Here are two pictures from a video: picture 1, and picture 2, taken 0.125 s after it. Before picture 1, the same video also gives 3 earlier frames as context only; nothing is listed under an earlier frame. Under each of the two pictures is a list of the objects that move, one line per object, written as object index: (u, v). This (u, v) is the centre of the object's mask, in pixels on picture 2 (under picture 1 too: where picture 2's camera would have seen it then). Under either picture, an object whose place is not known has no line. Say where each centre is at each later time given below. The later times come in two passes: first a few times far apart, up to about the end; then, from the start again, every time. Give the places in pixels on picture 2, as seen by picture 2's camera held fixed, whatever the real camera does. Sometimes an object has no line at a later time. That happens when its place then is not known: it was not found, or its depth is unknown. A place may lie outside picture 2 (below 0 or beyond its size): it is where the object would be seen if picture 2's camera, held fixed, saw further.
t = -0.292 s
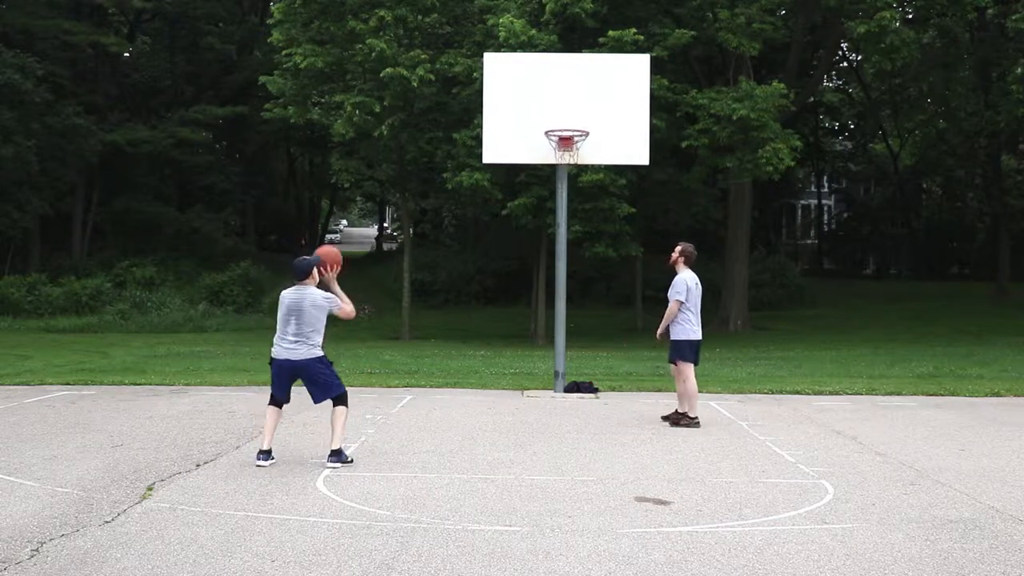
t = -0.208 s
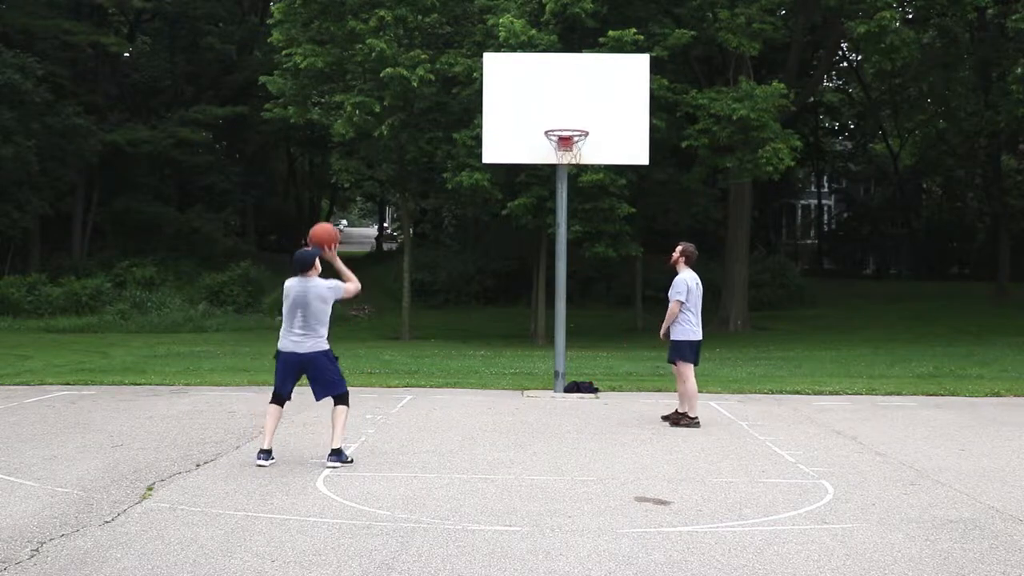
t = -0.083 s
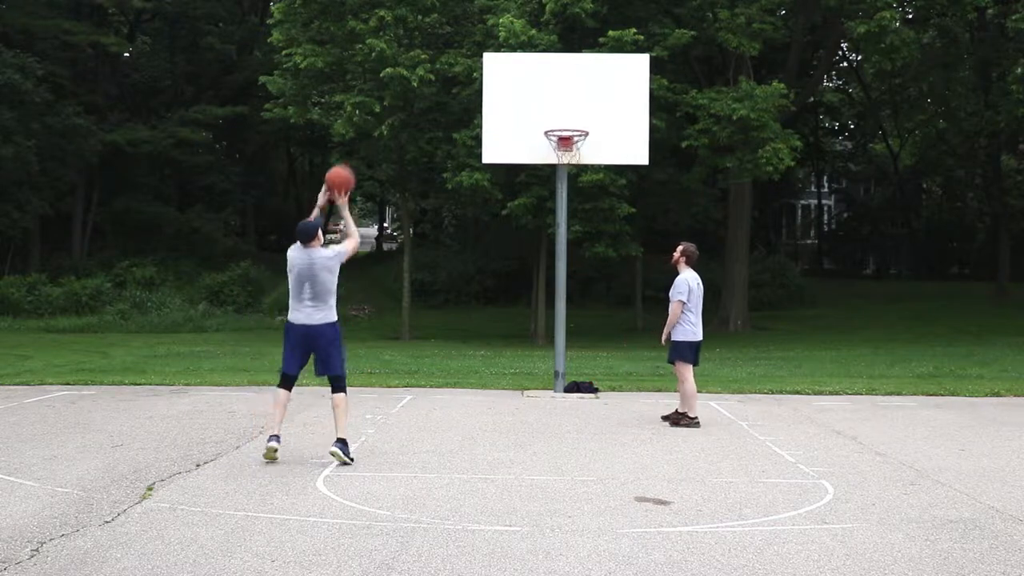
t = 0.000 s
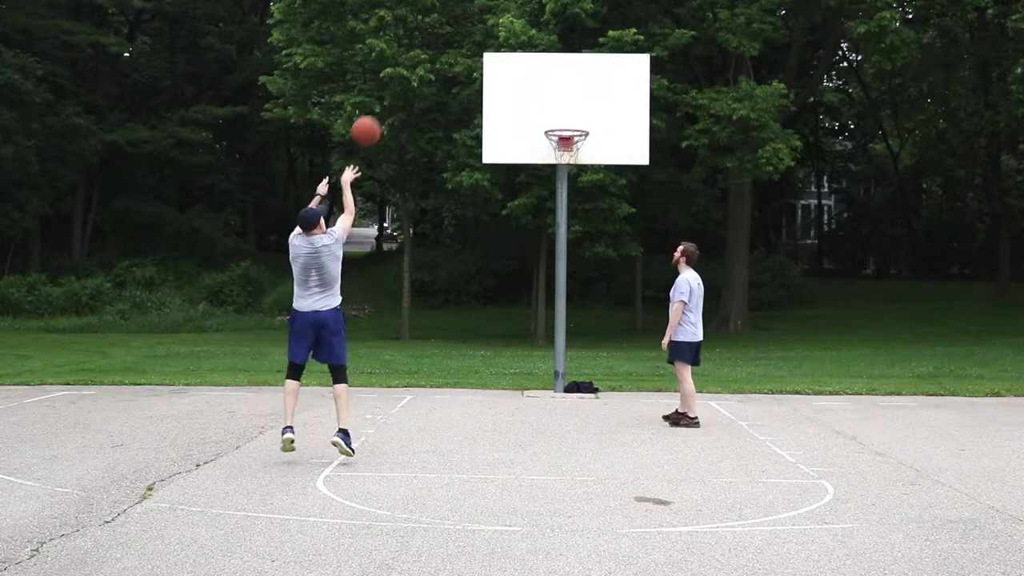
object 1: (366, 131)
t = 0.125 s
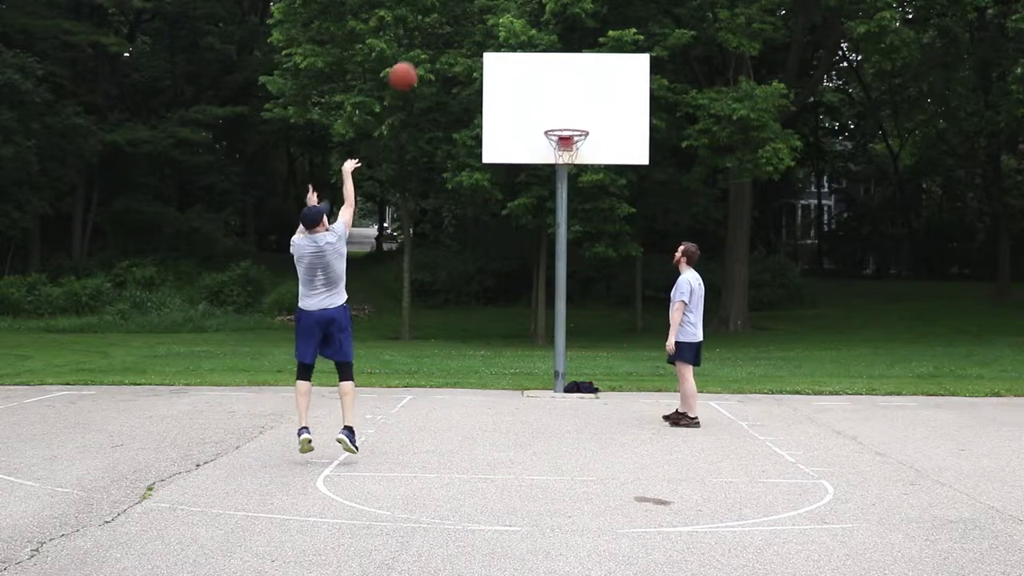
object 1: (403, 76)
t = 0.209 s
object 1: (425, 52)
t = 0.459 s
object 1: (484, 28)
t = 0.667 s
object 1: (525, 57)
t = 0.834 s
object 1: (554, 107)
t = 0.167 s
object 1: (414, 62)
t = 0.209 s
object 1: (425, 52)
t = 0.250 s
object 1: (435, 43)
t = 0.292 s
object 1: (446, 36)
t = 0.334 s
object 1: (456, 31)
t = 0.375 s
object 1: (465, 29)
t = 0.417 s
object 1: (475, 28)
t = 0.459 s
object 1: (484, 28)
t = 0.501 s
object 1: (492, 31)
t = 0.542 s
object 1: (501, 34)
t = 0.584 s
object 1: (509, 40)
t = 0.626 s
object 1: (517, 48)
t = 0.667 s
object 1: (525, 57)
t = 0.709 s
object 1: (533, 68)
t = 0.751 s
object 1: (540, 79)
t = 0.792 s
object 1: (547, 92)
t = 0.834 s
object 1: (554, 107)
